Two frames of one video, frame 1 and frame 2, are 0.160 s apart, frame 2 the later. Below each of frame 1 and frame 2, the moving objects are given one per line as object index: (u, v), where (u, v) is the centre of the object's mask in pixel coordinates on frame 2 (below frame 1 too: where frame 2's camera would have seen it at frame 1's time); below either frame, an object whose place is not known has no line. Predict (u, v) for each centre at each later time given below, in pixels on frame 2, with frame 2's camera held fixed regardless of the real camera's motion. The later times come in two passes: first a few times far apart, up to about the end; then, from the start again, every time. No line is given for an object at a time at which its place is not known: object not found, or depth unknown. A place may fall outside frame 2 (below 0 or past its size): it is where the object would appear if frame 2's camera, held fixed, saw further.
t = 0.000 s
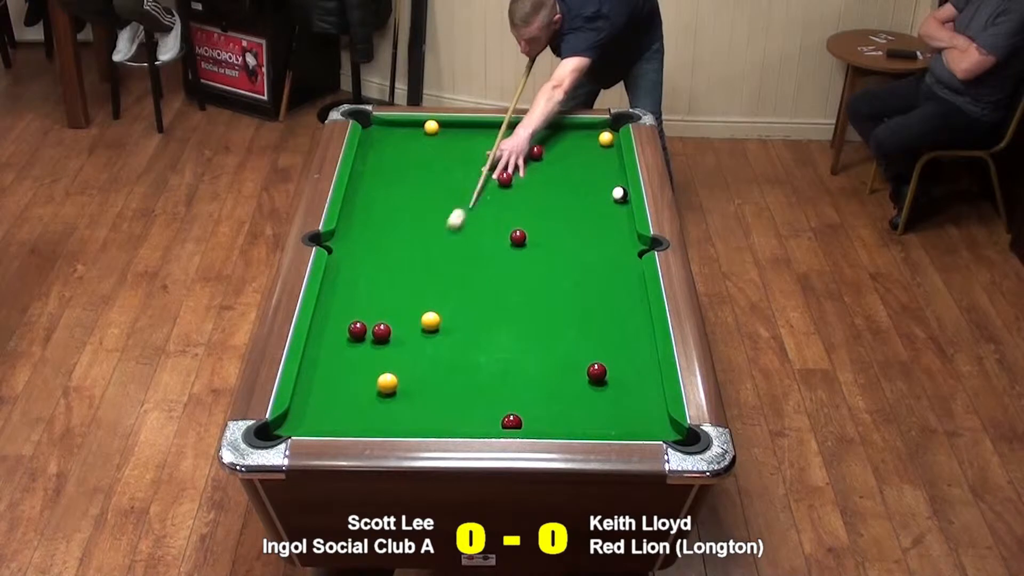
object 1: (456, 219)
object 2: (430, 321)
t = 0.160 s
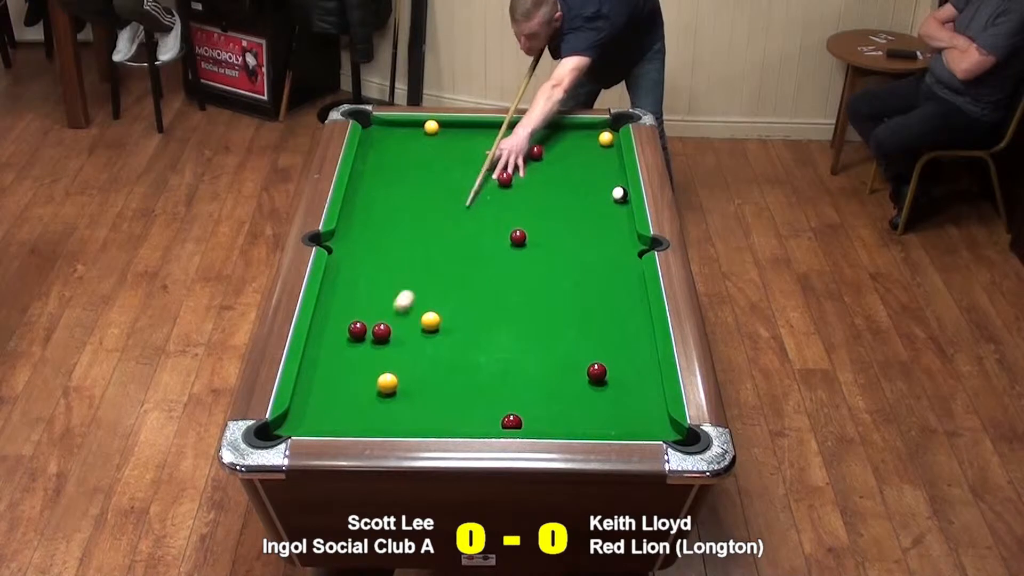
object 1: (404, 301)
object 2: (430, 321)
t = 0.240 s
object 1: (396, 323)
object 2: (430, 321)
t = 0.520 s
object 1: (416, 315)
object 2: (441, 322)
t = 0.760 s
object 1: (423, 309)
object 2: (454, 323)
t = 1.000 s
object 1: (427, 303)
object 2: (465, 325)
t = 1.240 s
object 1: (431, 298)
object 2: (475, 325)
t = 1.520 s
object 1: (435, 294)
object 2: (484, 326)
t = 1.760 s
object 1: (437, 291)
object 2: (489, 327)
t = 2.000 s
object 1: (439, 290)
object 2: (493, 327)
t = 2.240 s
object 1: (440, 290)
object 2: (496, 327)
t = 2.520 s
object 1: (440, 290)
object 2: (496, 327)
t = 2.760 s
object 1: (440, 290)
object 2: (496, 327)
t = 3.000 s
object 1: (440, 290)
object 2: (496, 327)
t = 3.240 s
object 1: (440, 290)
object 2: (496, 327)
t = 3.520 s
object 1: (440, 290)
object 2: (496, 327)
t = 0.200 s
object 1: (392, 321)
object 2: (430, 321)
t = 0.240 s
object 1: (396, 323)
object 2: (430, 321)
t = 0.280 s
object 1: (401, 322)
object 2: (430, 321)
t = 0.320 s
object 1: (407, 321)
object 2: (430, 321)
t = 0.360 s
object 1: (411, 320)
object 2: (431, 321)
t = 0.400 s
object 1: (413, 319)
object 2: (433, 321)
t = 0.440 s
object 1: (414, 318)
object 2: (436, 321)
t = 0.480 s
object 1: (415, 316)
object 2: (438, 321)
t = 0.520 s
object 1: (416, 315)
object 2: (441, 322)
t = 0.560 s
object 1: (418, 314)
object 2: (443, 322)
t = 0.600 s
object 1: (419, 313)
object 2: (445, 322)
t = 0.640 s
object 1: (420, 312)
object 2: (447, 323)
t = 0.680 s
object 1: (421, 311)
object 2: (449, 323)
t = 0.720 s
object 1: (422, 310)
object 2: (452, 323)
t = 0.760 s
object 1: (423, 309)
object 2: (454, 323)
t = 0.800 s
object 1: (424, 308)
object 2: (456, 323)
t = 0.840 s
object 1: (424, 306)
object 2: (458, 324)
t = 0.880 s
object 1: (425, 306)
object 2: (460, 324)
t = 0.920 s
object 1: (426, 305)
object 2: (461, 324)
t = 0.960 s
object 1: (427, 304)
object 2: (463, 324)
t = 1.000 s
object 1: (427, 303)
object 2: (465, 325)
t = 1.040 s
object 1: (428, 302)
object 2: (467, 325)
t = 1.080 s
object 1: (429, 301)
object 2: (468, 325)
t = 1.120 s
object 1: (429, 300)
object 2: (470, 325)
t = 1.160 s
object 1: (430, 299)
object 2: (472, 325)
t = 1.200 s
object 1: (431, 299)
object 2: (473, 325)
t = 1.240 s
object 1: (431, 298)
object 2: (475, 325)
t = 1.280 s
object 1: (432, 297)
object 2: (476, 325)
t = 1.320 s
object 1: (432, 297)
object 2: (477, 326)
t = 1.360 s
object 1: (433, 296)
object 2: (479, 326)
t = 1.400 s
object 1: (433, 296)
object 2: (480, 326)
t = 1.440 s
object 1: (434, 295)
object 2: (481, 326)
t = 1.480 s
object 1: (434, 294)
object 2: (482, 326)
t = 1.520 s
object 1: (435, 294)
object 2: (484, 326)
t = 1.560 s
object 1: (435, 293)
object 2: (485, 326)
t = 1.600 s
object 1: (435, 293)
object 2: (486, 326)
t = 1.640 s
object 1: (436, 292)
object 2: (487, 326)
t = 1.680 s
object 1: (436, 292)
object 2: (488, 326)
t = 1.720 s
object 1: (436, 292)
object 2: (489, 327)
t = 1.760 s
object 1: (437, 291)
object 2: (489, 327)
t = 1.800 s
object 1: (437, 291)
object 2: (490, 327)
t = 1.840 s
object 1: (438, 291)
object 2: (491, 327)
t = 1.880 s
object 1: (438, 290)
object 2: (492, 327)
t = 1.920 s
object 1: (438, 290)
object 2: (492, 327)
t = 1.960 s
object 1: (439, 290)
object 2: (493, 327)
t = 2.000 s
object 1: (439, 290)
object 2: (493, 327)
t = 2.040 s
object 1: (439, 290)
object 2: (494, 327)
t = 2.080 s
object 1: (439, 290)
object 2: (494, 327)
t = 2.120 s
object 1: (439, 290)
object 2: (495, 327)
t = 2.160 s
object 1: (440, 290)
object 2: (495, 327)
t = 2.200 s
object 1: (440, 290)
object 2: (496, 327)
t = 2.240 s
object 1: (440, 290)
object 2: (496, 327)
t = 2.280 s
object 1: (440, 290)
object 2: (496, 327)
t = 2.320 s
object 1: (440, 290)
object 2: (496, 327)
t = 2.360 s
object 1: (440, 290)
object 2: (496, 327)
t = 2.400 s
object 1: (440, 290)
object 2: (496, 327)
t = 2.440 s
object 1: (440, 290)
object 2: (496, 327)
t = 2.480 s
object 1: (440, 290)
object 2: (496, 327)
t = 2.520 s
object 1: (440, 290)
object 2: (496, 327)
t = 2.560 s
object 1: (440, 290)
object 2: (496, 327)
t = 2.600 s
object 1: (440, 290)
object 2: (496, 327)
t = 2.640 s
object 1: (440, 290)
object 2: (496, 327)
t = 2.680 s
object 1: (440, 290)
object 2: (496, 327)
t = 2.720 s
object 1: (440, 290)
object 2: (496, 327)
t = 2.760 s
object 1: (440, 290)
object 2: (496, 327)
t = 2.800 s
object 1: (440, 290)
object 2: (496, 327)
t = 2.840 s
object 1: (440, 290)
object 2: (496, 327)
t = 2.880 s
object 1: (440, 290)
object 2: (496, 327)
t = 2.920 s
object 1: (440, 290)
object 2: (496, 327)
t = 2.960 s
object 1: (440, 290)
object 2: (496, 327)
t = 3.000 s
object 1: (440, 290)
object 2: (496, 327)
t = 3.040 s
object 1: (440, 290)
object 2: (496, 327)
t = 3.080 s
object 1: (440, 290)
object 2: (496, 327)
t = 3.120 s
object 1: (440, 290)
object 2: (496, 327)
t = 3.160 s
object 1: (440, 290)
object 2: (496, 327)
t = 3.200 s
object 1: (440, 290)
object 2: (496, 327)
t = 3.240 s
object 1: (440, 290)
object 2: (496, 327)
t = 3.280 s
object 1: (440, 290)
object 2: (496, 327)
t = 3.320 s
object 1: (440, 290)
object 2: (496, 327)
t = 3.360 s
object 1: (440, 290)
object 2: (496, 327)
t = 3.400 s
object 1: (440, 290)
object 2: (496, 327)
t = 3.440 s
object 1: (440, 290)
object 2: (496, 327)
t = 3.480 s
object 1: (440, 290)
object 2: (496, 327)
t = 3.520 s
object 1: (440, 290)
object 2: (496, 327)
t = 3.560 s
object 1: (440, 290)
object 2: (496, 327)
